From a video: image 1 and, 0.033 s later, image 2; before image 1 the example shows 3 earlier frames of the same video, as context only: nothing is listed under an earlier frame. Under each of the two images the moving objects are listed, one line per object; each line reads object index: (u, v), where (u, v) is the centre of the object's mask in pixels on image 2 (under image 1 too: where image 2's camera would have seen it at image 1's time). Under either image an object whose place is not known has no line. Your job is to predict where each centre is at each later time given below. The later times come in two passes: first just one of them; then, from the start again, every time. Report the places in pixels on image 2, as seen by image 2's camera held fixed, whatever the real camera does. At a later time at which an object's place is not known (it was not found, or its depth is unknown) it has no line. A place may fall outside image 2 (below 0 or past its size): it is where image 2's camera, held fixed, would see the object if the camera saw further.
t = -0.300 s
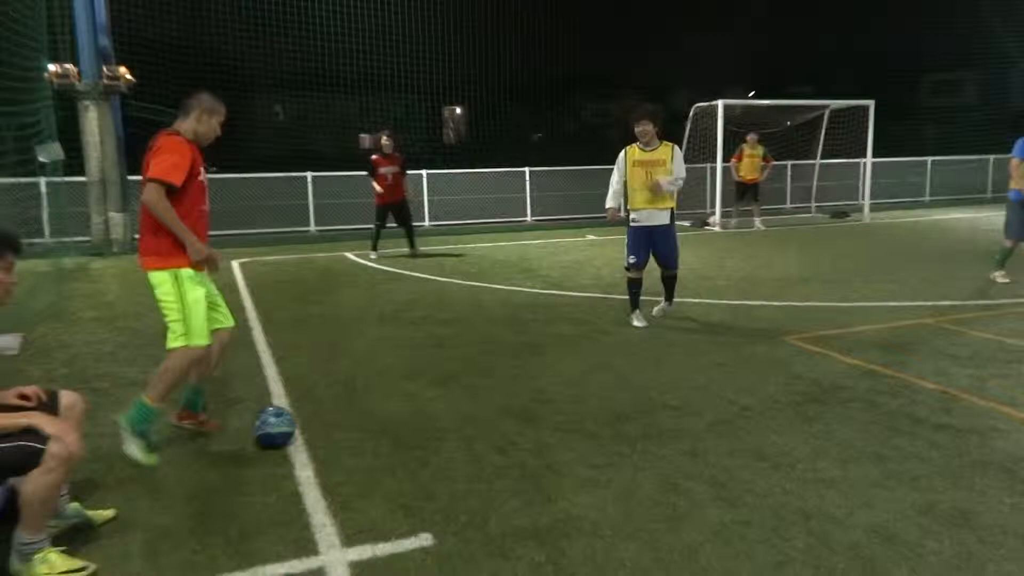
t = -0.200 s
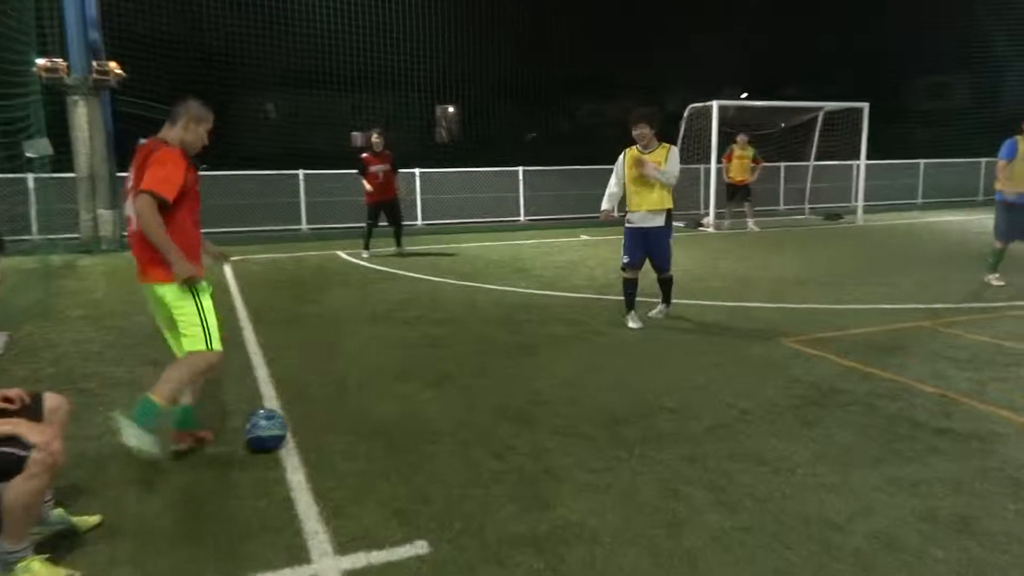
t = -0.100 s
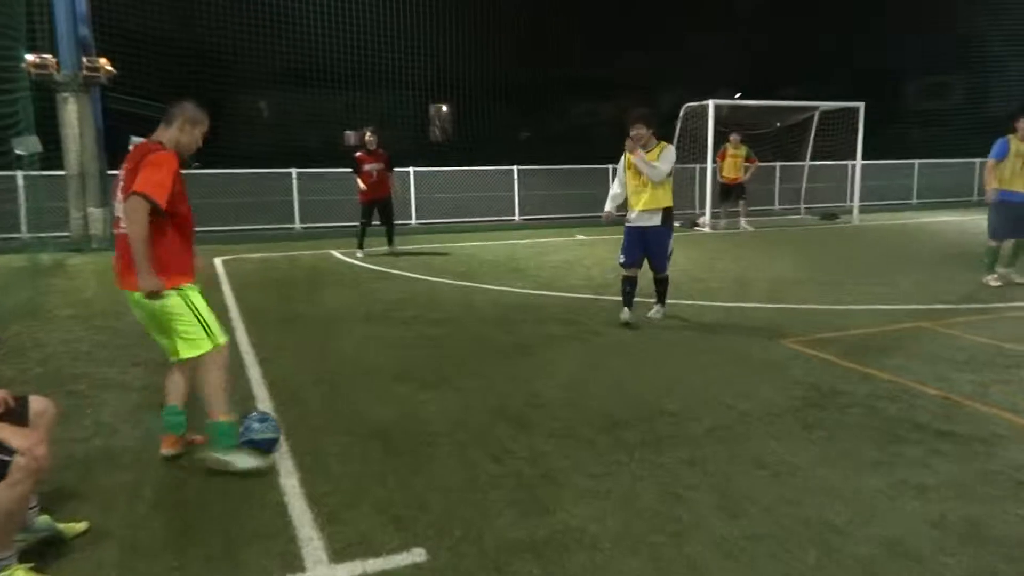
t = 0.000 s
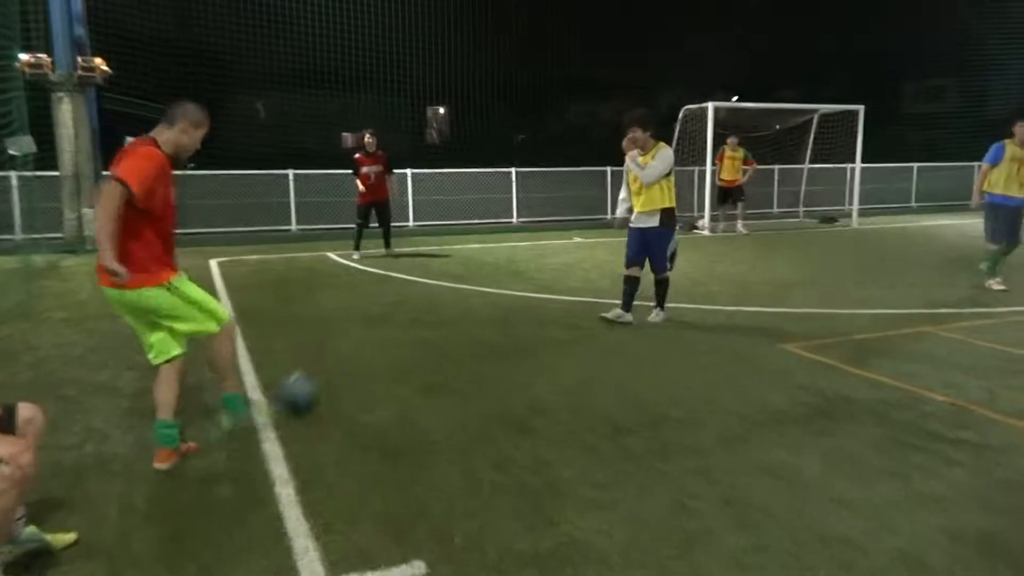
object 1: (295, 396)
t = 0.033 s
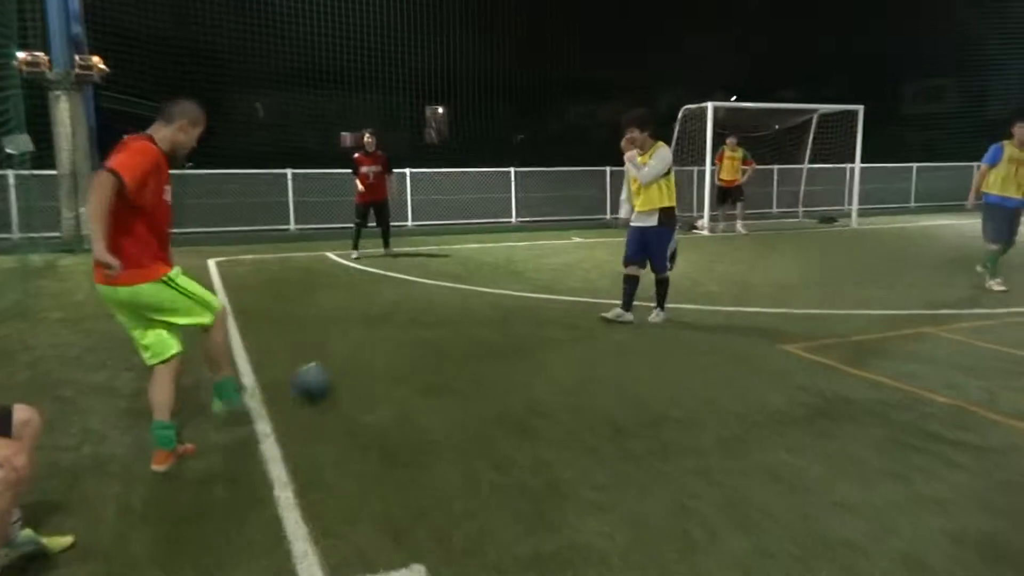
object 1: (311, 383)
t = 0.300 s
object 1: (385, 317)
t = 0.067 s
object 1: (325, 375)
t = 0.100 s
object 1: (334, 361)
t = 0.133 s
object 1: (343, 351)
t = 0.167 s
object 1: (359, 345)
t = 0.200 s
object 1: (366, 336)
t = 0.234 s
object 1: (374, 330)
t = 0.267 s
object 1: (379, 324)
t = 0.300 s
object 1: (385, 317)
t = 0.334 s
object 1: (389, 313)
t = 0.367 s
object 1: (395, 308)
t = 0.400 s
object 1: (399, 306)
